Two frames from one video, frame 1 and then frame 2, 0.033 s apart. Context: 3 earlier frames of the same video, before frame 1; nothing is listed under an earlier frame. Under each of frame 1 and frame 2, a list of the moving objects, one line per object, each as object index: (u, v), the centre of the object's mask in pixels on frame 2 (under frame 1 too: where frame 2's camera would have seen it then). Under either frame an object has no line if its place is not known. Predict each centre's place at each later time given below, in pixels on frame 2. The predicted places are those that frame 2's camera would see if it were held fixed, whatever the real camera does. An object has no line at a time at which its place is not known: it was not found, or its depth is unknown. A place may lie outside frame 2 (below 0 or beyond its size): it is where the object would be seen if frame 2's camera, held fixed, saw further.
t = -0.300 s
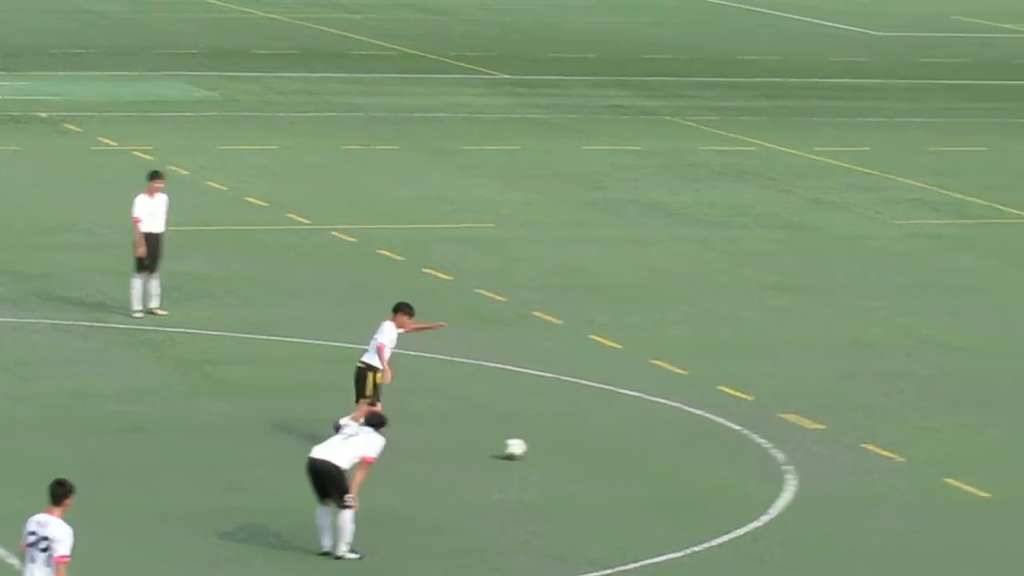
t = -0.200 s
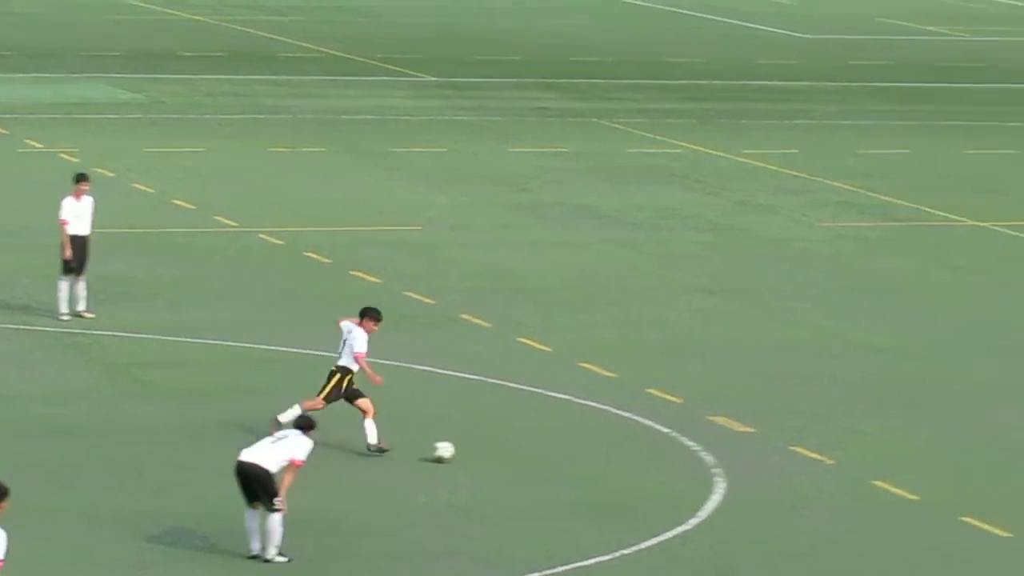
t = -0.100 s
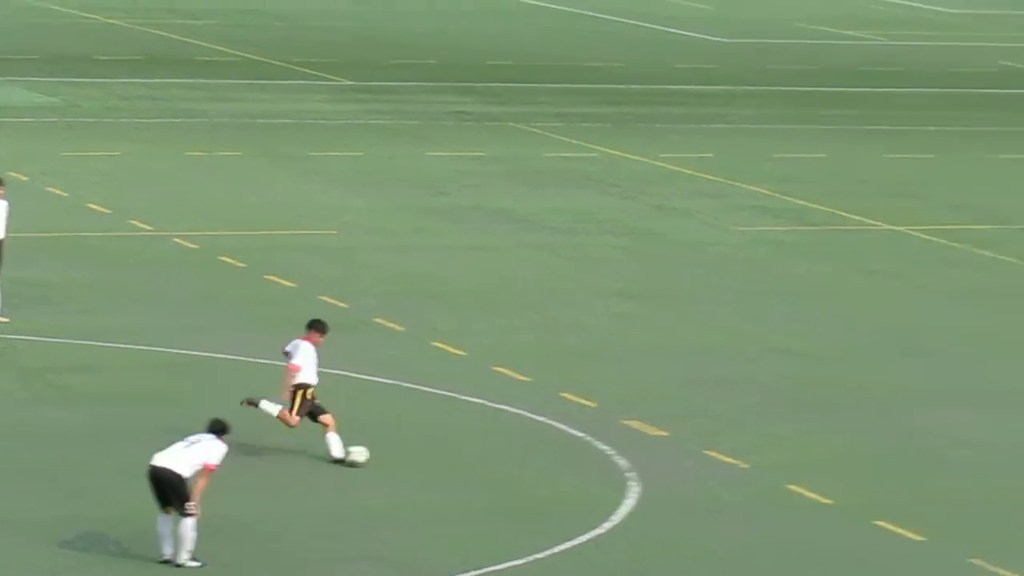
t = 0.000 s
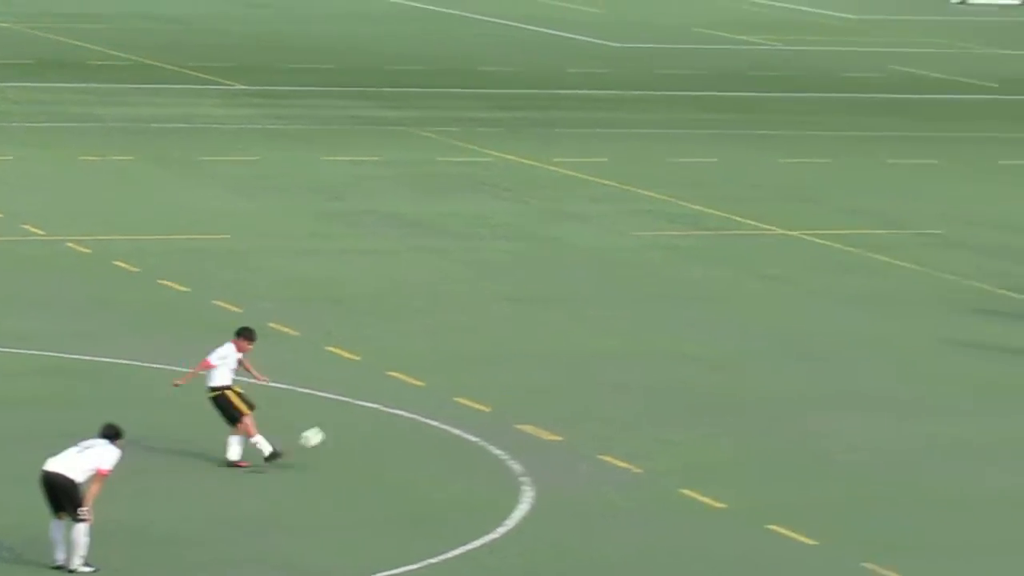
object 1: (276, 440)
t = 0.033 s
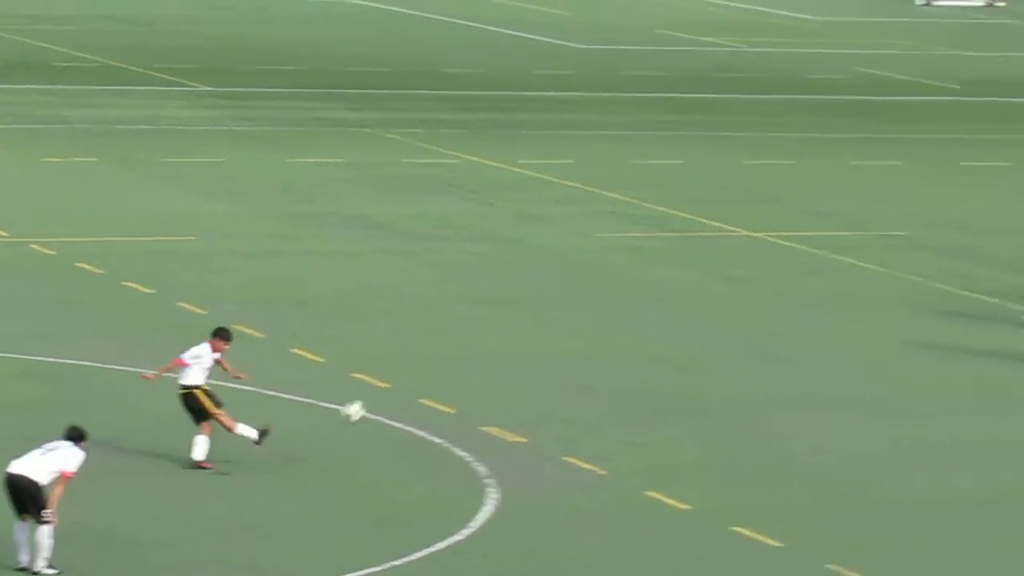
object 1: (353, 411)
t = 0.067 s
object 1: (430, 384)
